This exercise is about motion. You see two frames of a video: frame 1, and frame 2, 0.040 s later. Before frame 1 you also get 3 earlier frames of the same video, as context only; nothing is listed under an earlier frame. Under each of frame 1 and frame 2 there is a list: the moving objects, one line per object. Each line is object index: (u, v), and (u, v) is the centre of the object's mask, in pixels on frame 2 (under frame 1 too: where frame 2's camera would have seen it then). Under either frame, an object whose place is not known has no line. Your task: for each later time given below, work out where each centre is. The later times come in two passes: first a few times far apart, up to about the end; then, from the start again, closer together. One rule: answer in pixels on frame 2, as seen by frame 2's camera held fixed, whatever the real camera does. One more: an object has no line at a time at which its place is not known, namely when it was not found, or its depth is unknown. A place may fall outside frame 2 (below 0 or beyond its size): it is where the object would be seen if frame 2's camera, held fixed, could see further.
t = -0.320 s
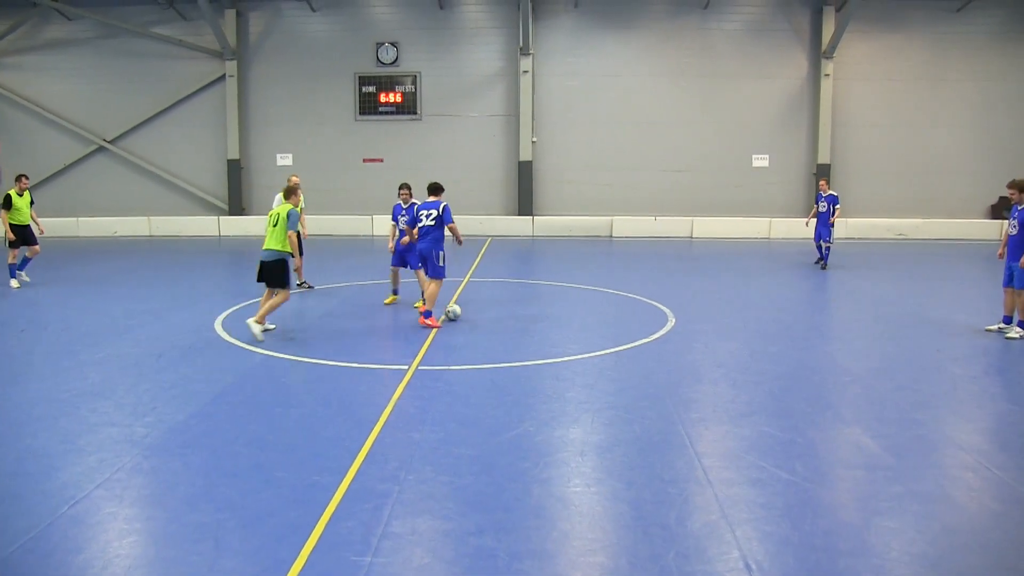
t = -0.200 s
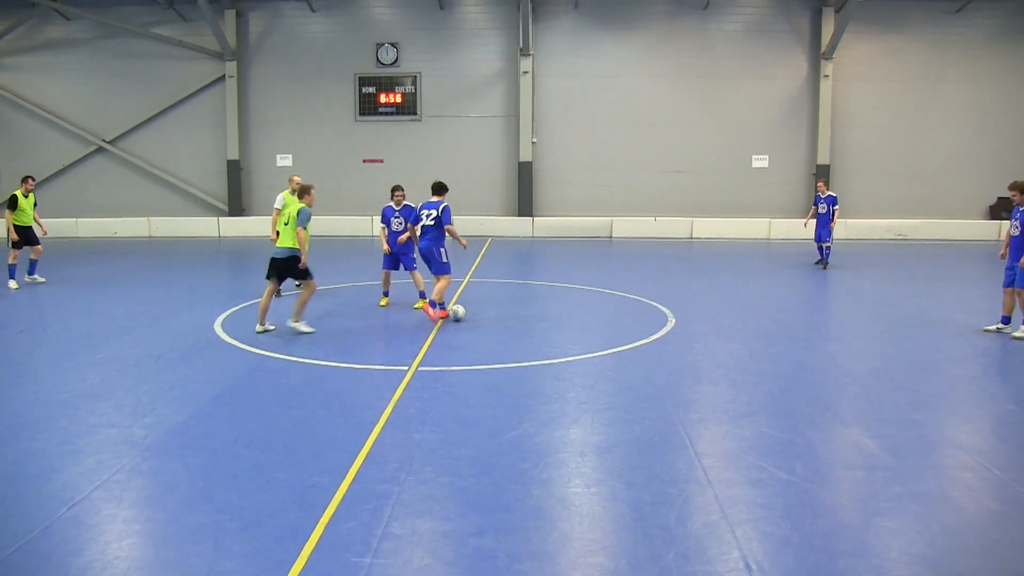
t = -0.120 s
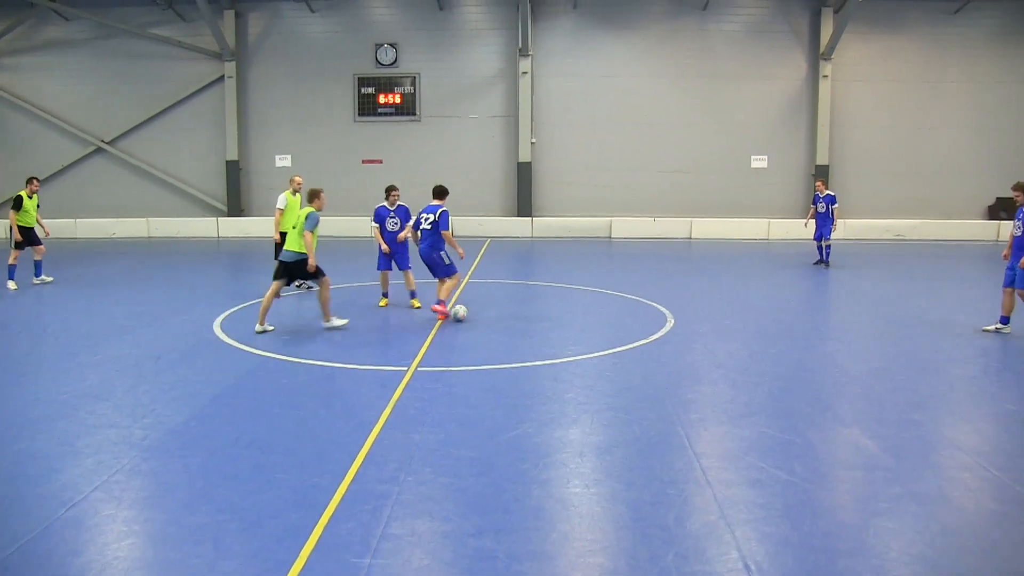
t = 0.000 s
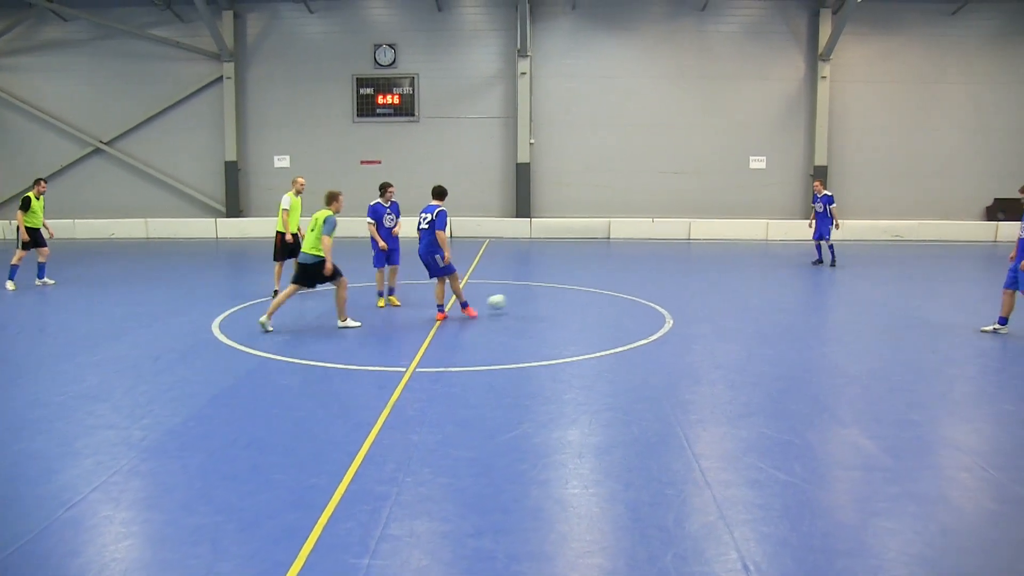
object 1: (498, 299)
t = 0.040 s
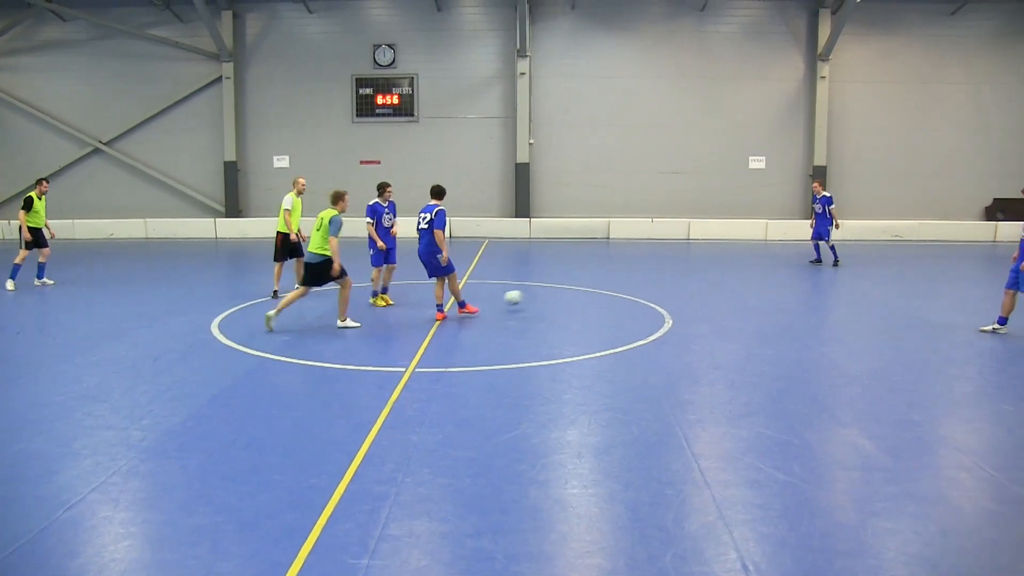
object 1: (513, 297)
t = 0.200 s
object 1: (573, 286)
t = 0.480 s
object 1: (643, 271)
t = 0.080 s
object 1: (529, 292)
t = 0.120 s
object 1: (541, 290)
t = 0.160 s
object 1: (557, 288)
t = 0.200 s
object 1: (573, 286)
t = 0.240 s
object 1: (582, 280)
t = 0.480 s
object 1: (643, 271)
